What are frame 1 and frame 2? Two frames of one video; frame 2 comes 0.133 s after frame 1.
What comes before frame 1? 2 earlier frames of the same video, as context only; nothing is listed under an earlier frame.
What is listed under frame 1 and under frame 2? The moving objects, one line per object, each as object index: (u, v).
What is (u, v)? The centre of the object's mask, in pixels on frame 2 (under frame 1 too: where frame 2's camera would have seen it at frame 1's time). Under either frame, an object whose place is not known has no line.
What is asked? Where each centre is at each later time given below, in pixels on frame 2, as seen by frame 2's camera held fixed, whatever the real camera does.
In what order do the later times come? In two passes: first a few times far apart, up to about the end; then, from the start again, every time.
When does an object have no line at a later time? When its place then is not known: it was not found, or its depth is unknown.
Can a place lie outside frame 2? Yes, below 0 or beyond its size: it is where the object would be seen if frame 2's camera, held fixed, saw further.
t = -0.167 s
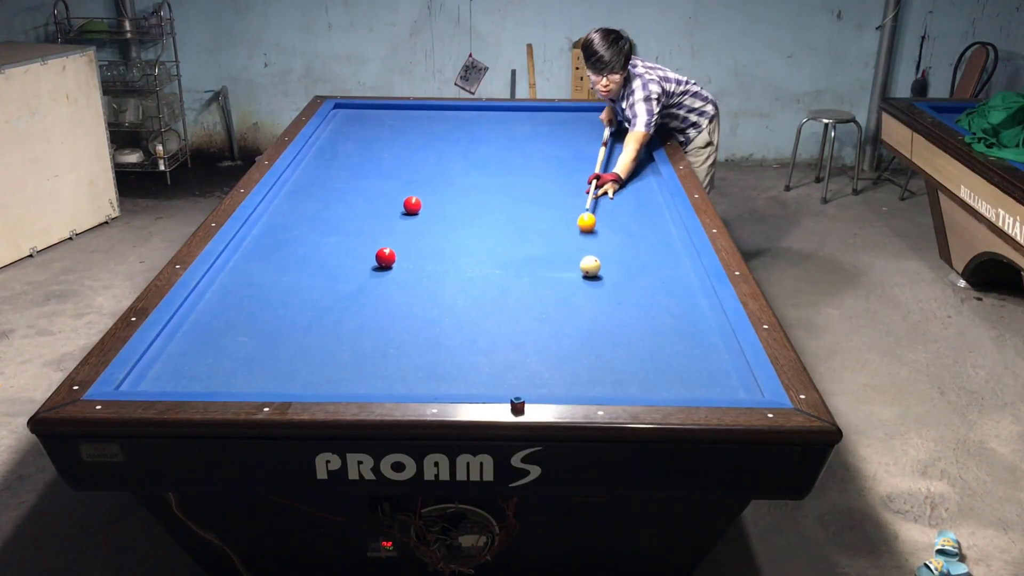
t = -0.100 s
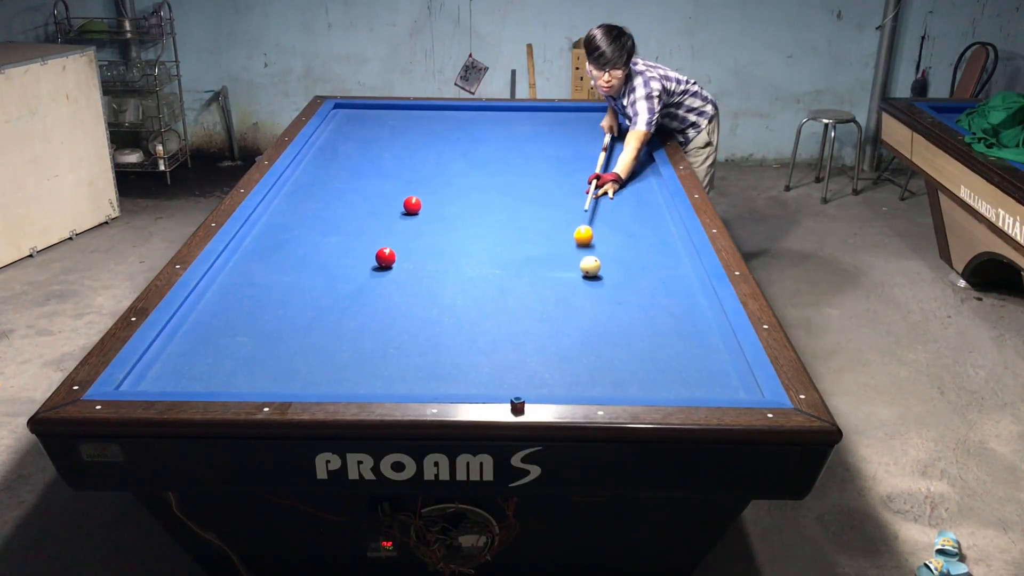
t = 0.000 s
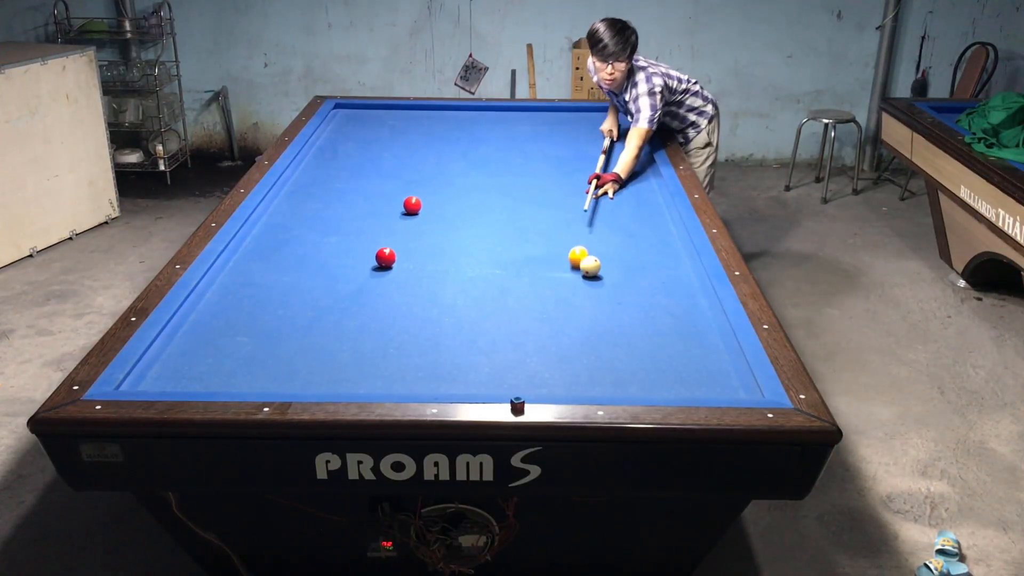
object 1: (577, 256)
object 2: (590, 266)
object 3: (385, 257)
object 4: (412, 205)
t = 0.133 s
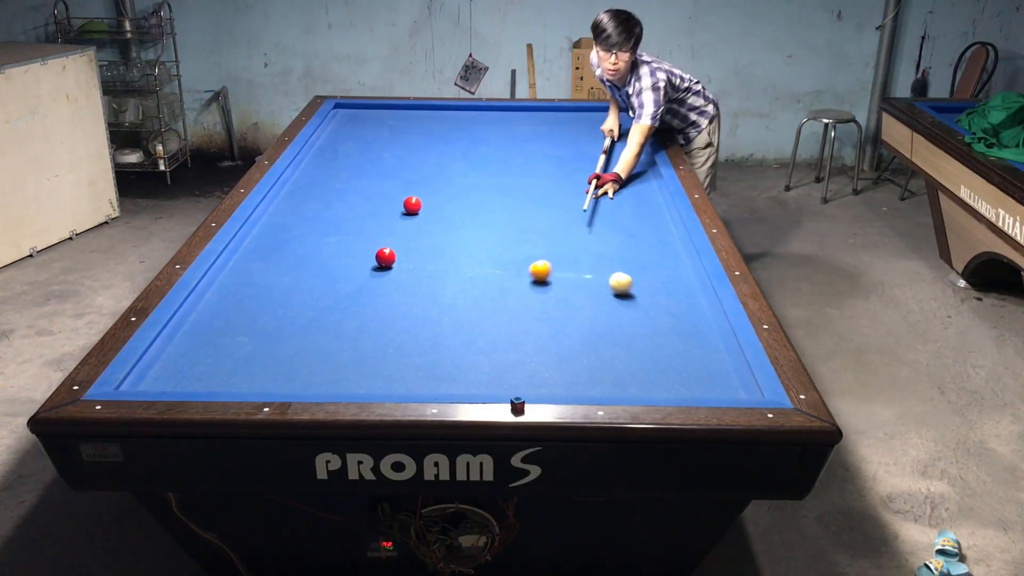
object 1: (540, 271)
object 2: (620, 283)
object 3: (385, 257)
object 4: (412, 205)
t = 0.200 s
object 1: (521, 279)
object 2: (635, 291)
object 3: (385, 257)
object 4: (412, 205)
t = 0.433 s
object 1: (450, 310)
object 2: (684, 320)
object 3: (385, 257)
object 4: (412, 205)
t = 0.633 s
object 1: (381, 340)
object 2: (725, 347)
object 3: (385, 257)
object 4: (412, 205)
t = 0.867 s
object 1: (287, 380)
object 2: (711, 372)
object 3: (385, 257)
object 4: (412, 205)
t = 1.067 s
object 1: (230, 368)
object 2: (697, 388)
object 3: (385, 257)
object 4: (412, 205)
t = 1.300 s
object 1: (179, 345)
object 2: (662, 375)
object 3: (385, 257)
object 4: (412, 205)
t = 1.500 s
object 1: (200, 326)
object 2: (635, 361)
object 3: (385, 257)
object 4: (412, 205)
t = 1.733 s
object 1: (248, 306)
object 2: (606, 348)
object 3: (385, 257)
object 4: (412, 205)
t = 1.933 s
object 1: (285, 290)
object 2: (583, 336)
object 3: (385, 257)
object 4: (412, 205)
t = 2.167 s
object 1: (324, 274)
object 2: (558, 324)
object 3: (385, 257)
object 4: (412, 205)
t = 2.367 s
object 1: (355, 261)
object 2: (538, 314)
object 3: (385, 257)
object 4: (412, 205)
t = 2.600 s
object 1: (374, 247)
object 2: (517, 303)
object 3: (398, 257)
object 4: (412, 205)
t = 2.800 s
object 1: (385, 237)
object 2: (500, 295)
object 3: (413, 257)
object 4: (412, 205)
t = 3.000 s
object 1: (395, 227)
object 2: (484, 287)
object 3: (427, 257)
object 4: (412, 205)
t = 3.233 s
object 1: (406, 216)
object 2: (467, 278)
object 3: (442, 256)
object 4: (413, 204)
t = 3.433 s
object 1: (414, 210)
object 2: (452, 271)
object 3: (455, 254)
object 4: (412, 199)
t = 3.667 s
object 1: (422, 209)
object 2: (437, 263)
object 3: (468, 256)
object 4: (412, 196)
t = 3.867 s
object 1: (429, 207)
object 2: (425, 256)
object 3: (479, 255)
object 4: (413, 193)
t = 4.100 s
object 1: (436, 206)
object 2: (412, 250)
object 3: (491, 255)
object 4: (413, 188)
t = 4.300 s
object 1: (442, 204)
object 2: (401, 245)
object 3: (501, 255)
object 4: (413, 184)
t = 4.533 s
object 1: (448, 203)
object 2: (390, 238)
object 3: (511, 254)
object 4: (414, 180)
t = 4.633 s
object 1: (450, 202)
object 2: (385, 236)
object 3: (515, 254)
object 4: (414, 178)
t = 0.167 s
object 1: (531, 275)
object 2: (628, 287)
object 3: (385, 257)
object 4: (412, 205)
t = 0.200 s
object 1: (521, 279)
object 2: (635, 291)
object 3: (385, 257)
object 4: (412, 205)
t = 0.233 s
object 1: (512, 283)
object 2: (641, 295)
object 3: (385, 257)
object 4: (412, 205)
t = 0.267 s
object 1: (502, 287)
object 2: (648, 299)
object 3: (385, 257)
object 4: (412, 205)
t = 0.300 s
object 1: (492, 292)
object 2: (655, 303)
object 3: (385, 257)
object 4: (412, 205)
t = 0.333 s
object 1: (482, 296)
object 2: (662, 307)
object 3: (385, 257)
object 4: (412, 205)
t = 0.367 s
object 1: (472, 300)
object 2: (669, 311)
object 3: (385, 257)
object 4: (412, 205)
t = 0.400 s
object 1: (461, 305)
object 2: (677, 316)
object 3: (385, 257)
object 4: (412, 205)
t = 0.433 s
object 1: (450, 310)
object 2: (684, 320)
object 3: (385, 257)
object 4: (412, 205)
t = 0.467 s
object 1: (440, 314)
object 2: (692, 324)
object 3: (385, 257)
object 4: (412, 205)
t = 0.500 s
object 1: (428, 319)
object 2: (699, 328)
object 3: (385, 257)
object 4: (412, 205)
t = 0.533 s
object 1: (417, 325)
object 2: (707, 333)
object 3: (385, 257)
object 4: (412, 205)
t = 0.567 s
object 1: (405, 329)
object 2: (715, 338)
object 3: (385, 257)
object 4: (412, 205)
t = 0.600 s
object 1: (393, 335)
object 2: (723, 343)
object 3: (385, 257)
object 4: (412, 205)
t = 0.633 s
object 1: (381, 340)
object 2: (725, 347)
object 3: (385, 257)
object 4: (412, 205)
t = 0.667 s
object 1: (368, 345)
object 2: (723, 350)
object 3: (385, 257)
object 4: (412, 205)
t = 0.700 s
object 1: (355, 351)
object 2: (721, 354)
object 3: (385, 257)
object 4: (412, 205)
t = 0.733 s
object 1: (342, 357)
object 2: (719, 358)
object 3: (385, 257)
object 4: (412, 205)
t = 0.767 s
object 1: (329, 362)
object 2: (717, 361)
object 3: (385, 257)
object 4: (412, 205)
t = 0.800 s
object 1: (315, 368)
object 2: (715, 365)
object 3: (385, 257)
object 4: (412, 205)
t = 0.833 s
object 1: (301, 374)
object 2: (713, 368)
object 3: (385, 257)
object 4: (412, 205)
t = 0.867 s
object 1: (287, 380)
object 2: (711, 372)
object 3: (385, 257)
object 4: (412, 205)
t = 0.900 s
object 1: (272, 383)
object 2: (709, 376)
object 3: (385, 257)
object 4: (412, 205)
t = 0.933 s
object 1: (262, 382)
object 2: (707, 380)
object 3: (385, 257)
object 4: (412, 205)
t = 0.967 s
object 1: (254, 379)
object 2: (705, 384)
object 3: (385, 257)
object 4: (412, 205)
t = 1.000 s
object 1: (246, 375)
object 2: (703, 386)
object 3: (385, 257)
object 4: (412, 205)
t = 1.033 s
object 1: (238, 372)
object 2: (701, 388)
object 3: (385, 257)
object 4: (412, 205)
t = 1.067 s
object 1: (230, 368)
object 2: (697, 388)
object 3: (385, 257)
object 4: (412, 205)
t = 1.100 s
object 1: (223, 365)
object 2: (691, 387)
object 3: (385, 257)
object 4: (412, 205)
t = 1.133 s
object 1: (215, 361)
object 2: (687, 385)
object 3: (385, 257)
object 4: (412, 205)
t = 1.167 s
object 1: (208, 358)
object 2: (682, 384)
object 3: (385, 257)
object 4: (412, 205)
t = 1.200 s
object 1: (200, 354)
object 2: (677, 382)
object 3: (385, 257)
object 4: (412, 205)
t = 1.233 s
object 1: (193, 351)
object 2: (672, 379)
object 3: (385, 257)
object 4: (412, 205)
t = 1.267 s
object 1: (186, 348)
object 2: (667, 377)
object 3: (385, 257)
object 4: (412, 205)
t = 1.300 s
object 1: (179, 345)
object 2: (662, 375)
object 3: (385, 257)
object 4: (412, 205)
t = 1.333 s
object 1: (172, 342)
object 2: (658, 373)
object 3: (385, 257)
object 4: (412, 205)
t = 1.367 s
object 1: (168, 338)
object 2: (653, 370)
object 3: (385, 257)
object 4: (412, 205)
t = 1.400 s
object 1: (177, 335)
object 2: (649, 368)
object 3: (385, 257)
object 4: (412, 205)
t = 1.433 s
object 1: (185, 332)
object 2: (644, 366)
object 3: (385, 257)
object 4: (412, 205)
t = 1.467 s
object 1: (193, 329)
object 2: (640, 364)
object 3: (385, 257)
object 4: (412, 205)
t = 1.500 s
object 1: (200, 326)
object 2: (635, 361)
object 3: (385, 257)
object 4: (412, 205)
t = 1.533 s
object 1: (207, 322)
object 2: (631, 359)
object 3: (385, 257)
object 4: (412, 205)
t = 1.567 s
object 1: (214, 320)
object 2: (627, 357)
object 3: (385, 257)
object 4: (412, 205)
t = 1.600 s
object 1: (221, 317)
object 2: (622, 355)
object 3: (385, 257)
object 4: (412, 205)
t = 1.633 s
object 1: (228, 314)
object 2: (618, 353)
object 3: (385, 257)
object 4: (412, 205)
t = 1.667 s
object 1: (234, 311)
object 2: (614, 351)
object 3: (385, 257)
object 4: (412, 205)
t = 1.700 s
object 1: (241, 309)
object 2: (610, 349)
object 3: (385, 257)
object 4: (412, 205)
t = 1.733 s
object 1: (248, 306)
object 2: (606, 348)
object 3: (385, 257)
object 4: (412, 205)
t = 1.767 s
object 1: (254, 303)
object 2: (602, 345)
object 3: (385, 257)
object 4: (412, 205)
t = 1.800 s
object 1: (260, 300)
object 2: (598, 344)
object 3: (385, 257)
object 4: (412, 205)
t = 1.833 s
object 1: (267, 298)
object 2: (594, 342)
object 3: (385, 257)
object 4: (412, 205)
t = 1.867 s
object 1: (273, 295)
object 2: (590, 340)
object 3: (385, 257)
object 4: (412, 205)
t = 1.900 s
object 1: (279, 293)
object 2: (587, 338)
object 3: (385, 257)
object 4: (412, 205)
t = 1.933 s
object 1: (285, 290)
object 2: (583, 336)
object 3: (385, 257)
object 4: (412, 205)
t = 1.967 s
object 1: (291, 288)
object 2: (579, 334)
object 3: (385, 257)
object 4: (412, 205)
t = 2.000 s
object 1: (296, 285)
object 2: (576, 333)
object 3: (385, 257)
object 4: (412, 205)
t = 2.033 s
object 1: (302, 283)
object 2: (572, 331)
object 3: (385, 257)
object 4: (412, 205)
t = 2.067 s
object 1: (307, 281)
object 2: (568, 329)
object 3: (385, 257)
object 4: (412, 205)
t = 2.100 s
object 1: (313, 278)
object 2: (565, 328)
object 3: (385, 257)
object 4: (412, 205)
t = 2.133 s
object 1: (319, 276)
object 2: (561, 326)
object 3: (385, 257)
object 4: (412, 205)
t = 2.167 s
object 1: (324, 274)
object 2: (558, 324)
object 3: (385, 257)
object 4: (412, 205)
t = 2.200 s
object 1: (329, 272)
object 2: (554, 322)
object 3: (385, 257)
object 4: (412, 205)
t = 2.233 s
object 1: (334, 269)
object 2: (551, 321)
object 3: (385, 257)
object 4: (412, 205)
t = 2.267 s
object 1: (340, 267)
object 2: (548, 319)
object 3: (385, 257)
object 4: (412, 205)
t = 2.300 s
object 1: (345, 265)
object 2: (545, 317)
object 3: (385, 257)
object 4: (412, 205)
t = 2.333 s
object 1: (350, 263)
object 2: (541, 316)
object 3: (385, 257)
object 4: (412, 205)
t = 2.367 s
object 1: (355, 261)
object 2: (538, 314)
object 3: (385, 257)
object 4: (412, 205)
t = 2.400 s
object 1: (359, 259)
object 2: (535, 313)
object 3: (385, 257)
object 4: (412, 205)
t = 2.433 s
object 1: (364, 257)
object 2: (532, 311)
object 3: (385, 257)
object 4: (412, 205)
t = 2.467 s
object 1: (366, 255)
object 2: (529, 310)
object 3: (388, 257)
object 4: (412, 205)
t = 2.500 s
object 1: (368, 253)
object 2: (526, 308)
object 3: (391, 257)
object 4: (412, 205)
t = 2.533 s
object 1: (370, 251)
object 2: (523, 307)
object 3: (393, 257)
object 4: (412, 205)
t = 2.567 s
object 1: (372, 249)
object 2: (520, 305)
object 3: (396, 257)
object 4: (412, 205)
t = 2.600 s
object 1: (374, 247)
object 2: (517, 303)
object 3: (398, 257)
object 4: (412, 205)
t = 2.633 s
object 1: (376, 246)
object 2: (514, 302)
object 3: (401, 257)
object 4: (412, 205)
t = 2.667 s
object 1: (377, 244)
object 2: (511, 301)
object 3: (403, 257)
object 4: (412, 205)
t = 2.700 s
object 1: (379, 242)
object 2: (508, 299)
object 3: (406, 257)
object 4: (412, 205)
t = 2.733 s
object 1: (381, 240)
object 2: (506, 298)
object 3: (408, 257)
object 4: (412, 205)
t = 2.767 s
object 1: (383, 239)
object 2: (503, 296)
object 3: (410, 257)
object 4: (412, 205)
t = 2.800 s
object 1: (385, 237)
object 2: (500, 295)
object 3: (413, 257)
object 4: (412, 205)
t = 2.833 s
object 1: (386, 235)
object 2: (497, 294)
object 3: (415, 257)
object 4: (412, 205)
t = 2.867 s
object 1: (388, 233)
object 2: (495, 292)
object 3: (418, 257)
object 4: (412, 205)
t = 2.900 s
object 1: (390, 232)
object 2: (492, 291)
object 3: (420, 257)
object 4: (412, 205)
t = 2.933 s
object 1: (391, 230)
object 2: (489, 290)
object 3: (422, 257)
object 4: (412, 205)
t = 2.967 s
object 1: (393, 228)
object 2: (487, 288)
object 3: (425, 257)
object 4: (412, 205)
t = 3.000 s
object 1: (395, 227)
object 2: (484, 287)
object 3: (427, 257)
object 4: (412, 205)
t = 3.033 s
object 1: (396, 225)
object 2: (482, 285)
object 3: (429, 256)
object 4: (412, 205)
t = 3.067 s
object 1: (398, 224)
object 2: (479, 284)
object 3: (431, 256)
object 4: (412, 205)
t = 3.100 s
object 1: (399, 222)
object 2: (476, 283)
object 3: (434, 256)
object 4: (412, 205)
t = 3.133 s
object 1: (401, 221)
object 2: (474, 281)
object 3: (436, 256)
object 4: (412, 205)
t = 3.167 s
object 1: (402, 219)
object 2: (471, 280)
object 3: (438, 256)
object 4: (413, 205)
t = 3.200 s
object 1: (404, 218)
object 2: (469, 279)
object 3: (440, 256)
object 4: (413, 204)
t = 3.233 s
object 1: (406, 216)
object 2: (467, 278)
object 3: (442, 256)
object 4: (413, 204)
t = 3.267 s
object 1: (407, 215)
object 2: (464, 277)
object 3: (444, 256)
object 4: (413, 203)
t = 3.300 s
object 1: (408, 214)
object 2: (462, 276)
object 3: (446, 256)
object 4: (414, 202)
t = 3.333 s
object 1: (410, 212)
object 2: (460, 274)
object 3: (448, 256)
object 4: (413, 201)
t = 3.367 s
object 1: (411, 210)
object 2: (457, 273)
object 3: (450, 255)
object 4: (413, 200)
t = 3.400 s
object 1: (413, 210)
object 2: (455, 272)
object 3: (452, 255)
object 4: (412, 200)
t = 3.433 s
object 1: (414, 210)
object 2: (452, 271)
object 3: (455, 254)
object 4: (412, 199)
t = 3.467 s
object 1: (415, 210)
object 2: (450, 270)
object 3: (457, 255)
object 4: (412, 199)
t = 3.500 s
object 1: (416, 210)
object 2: (448, 269)
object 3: (459, 255)
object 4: (412, 198)
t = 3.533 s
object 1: (418, 209)
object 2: (446, 267)
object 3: (461, 256)
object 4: (411, 198)
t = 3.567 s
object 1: (419, 209)
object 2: (444, 266)
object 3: (462, 256)
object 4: (411, 198)
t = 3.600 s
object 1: (420, 209)
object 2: (442, 265)
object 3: (464, 256)
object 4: (412, 197)
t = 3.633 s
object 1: (421, 209)
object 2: (439, 264)
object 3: (466, 256)
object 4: (412, 197)
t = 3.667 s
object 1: (422, 209)
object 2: (437, 263)
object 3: (468, 256)
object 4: (412, 196)
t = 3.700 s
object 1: (423, 208)
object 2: (435, 262)
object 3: (470, 256)
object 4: (412, 196)
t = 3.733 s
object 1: (425, 208)
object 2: (433, 261)
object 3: (472, 256)
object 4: (413, 196)
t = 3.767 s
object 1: (426, 208)
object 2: (431, 260)
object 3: (474, 256)
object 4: (413, 195)
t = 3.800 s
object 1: (427, 208)
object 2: (429, 259)
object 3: (476, 256)
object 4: (413, 194)
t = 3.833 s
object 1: (428, 207)
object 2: (427, 258)
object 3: (477, 256)
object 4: (413, 193)
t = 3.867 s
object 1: (429, 207)
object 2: (425, 256)
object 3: (479, 255)
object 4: (413, 193)
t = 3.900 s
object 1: (430, 207)
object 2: (423, 256)
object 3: (481, 255)
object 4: (413, 192)
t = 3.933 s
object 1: (431, 207)
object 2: (421, 255)
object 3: (483, 255)
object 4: (413, 191)
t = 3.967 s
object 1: (432, 206)
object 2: (419, 254)
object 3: (485, 255)
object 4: (413, 191)
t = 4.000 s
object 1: (433, 206)
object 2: (417, 253)
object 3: (486, 255)
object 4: (413, 190)
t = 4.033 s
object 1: (434, 206)
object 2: (416, 252)
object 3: (488, 255)
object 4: (413, 189)
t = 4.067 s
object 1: (435, 206)
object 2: (414, 251)
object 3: (490, 255)
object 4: (413, 188)
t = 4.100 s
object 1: (436, 206)
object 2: (412, 250)
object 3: (491, 255)
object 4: (413, 188)
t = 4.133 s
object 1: (437, 205)
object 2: (410, 249)
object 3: (493, 255)
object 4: (413, 187)
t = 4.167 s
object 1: (438, 205)
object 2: (408, 248)
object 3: (495, 255)
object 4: (413, 186)
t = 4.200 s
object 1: (439, 205)
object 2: (407, 247)
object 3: (496, 255)
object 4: (413, 186)
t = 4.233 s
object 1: (440, 205)
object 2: (405, 246)
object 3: (498, 255)
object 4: (413, 185)
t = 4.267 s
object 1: (441, 205)
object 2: (403, 245)
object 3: (499, 255)
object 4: (413, 184)
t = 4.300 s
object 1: (442, 204)
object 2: (401, 245)
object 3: (501, 255)
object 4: (413, 184)
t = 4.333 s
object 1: (443, 204)
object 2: (399, 244)
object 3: (502, 255)
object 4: (413, 183)
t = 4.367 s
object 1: (444, 204)
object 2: (398, 243)
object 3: (504, 254)
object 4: (413, 183)
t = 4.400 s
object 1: (444, 204)
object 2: (396, 242)
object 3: (506, 254)
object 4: (413, 182)
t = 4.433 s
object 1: (445, 204)
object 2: (394, 241)
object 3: (507, 254)
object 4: (413, 182)
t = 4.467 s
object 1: (446, 203)
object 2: (393, 240)
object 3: (508, 254)
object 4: (414, 181)
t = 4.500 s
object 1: (447, 203)
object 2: (391, 239)
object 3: (510, 254)
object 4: (414, 180)
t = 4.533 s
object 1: (448, 203)
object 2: (390, 238)
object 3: (511, 254)
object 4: (414, 180)
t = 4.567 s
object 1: (449, 203)
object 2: (388, 238)
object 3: (513, 254)
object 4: (414, 179)
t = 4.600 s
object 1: (450, 202)
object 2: (386, 237)
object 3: (514, 254)
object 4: (414, 178)
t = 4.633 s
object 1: (450, 202)
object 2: (385, 236)
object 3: (515, 254)
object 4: (414, 178)
